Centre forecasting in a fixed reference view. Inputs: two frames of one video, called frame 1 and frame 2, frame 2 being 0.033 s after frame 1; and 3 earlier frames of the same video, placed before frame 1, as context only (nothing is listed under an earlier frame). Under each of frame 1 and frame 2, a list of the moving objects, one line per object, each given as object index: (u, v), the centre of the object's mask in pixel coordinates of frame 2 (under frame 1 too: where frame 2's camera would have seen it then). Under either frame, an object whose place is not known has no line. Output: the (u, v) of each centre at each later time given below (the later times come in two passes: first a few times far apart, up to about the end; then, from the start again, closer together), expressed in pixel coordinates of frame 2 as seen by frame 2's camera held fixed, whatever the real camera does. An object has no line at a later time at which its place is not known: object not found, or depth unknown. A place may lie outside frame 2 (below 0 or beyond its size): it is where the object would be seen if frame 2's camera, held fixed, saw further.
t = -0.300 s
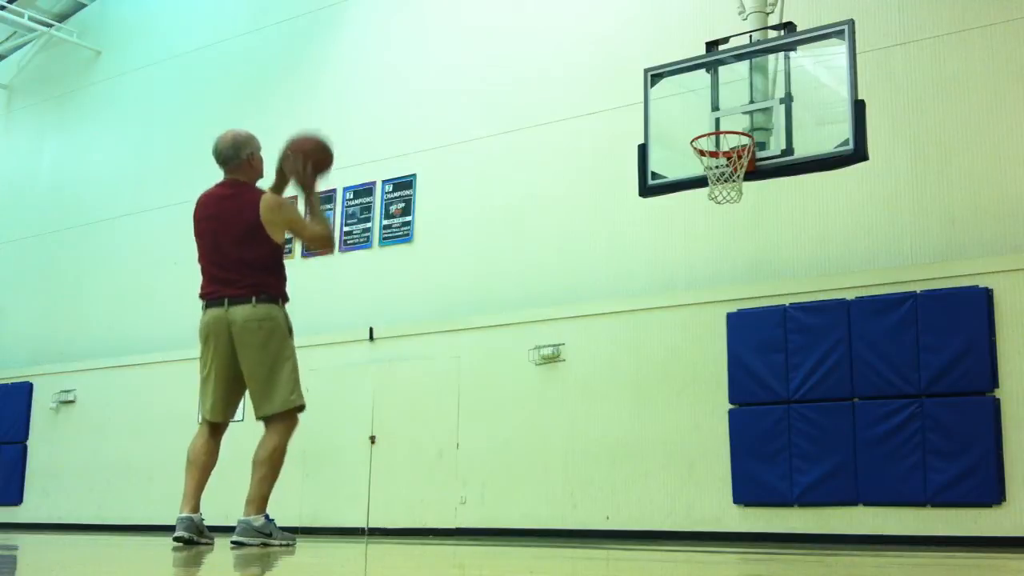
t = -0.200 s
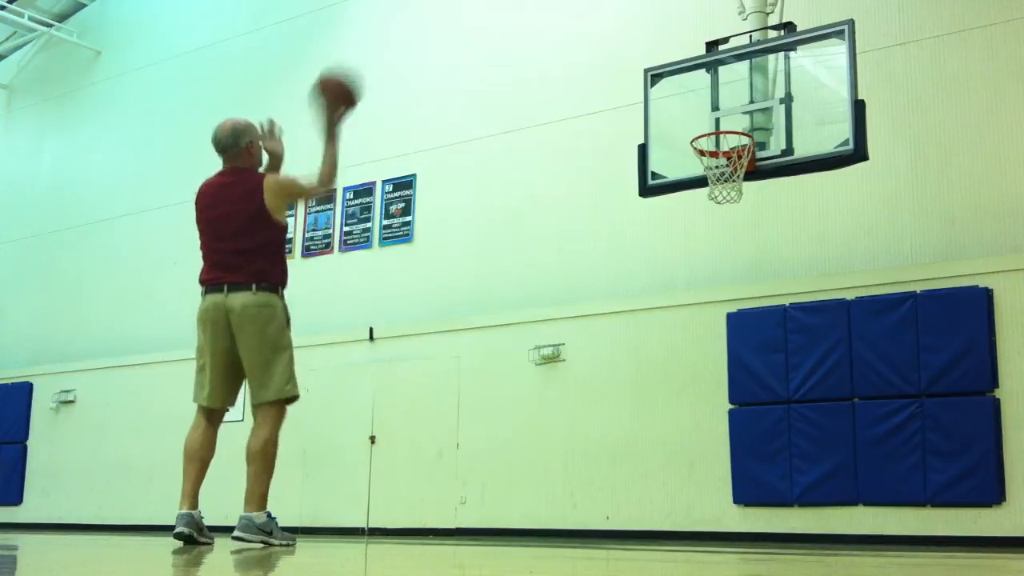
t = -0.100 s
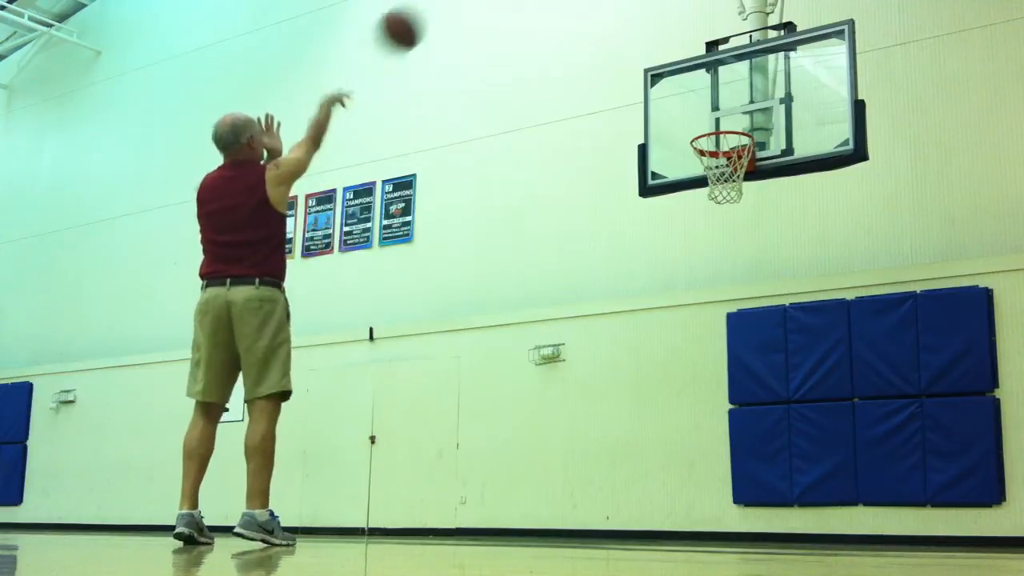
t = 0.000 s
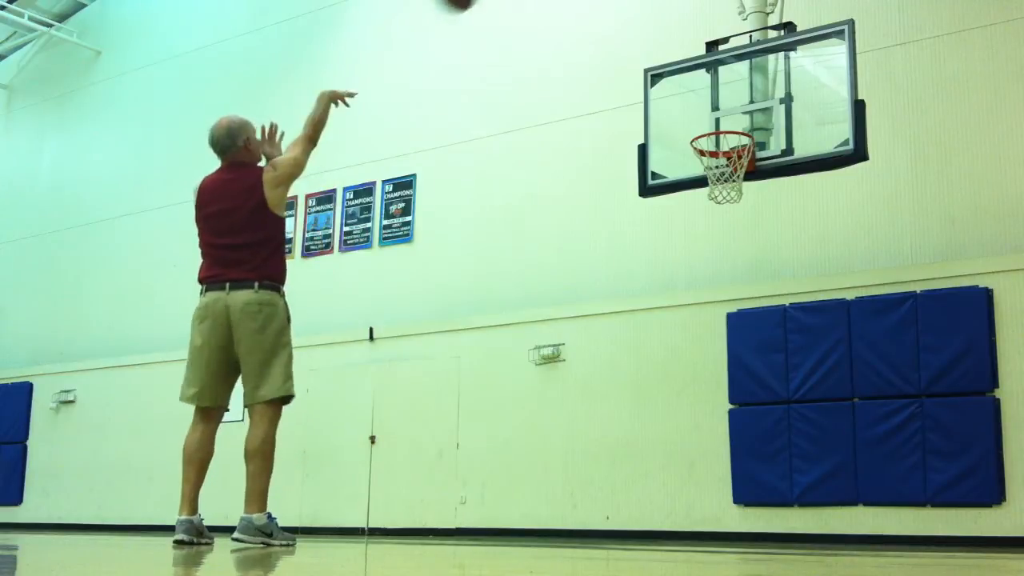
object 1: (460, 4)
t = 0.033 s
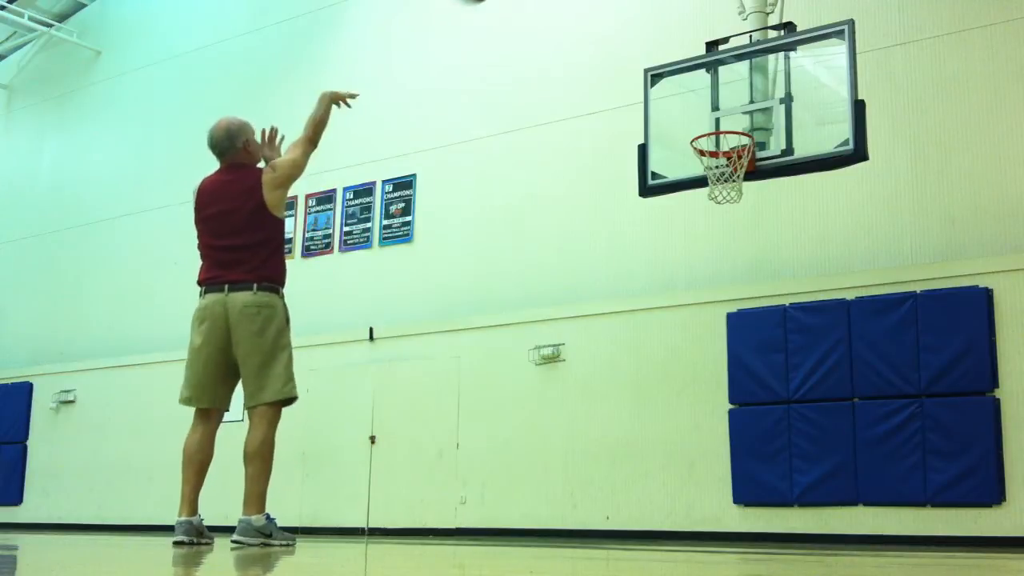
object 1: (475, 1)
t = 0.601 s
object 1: (690, 75)
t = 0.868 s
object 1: (727, 200)
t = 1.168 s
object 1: (706, 355)
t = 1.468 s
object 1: (681, 456)
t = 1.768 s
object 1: (647, 335)
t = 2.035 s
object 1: (614, 321)
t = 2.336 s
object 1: (574, 431)
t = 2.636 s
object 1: (539, 435)
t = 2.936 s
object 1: (506, 384)
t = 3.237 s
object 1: (467, 482)
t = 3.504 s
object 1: (434, 445)
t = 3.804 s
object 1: (393, 461)
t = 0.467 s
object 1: (649, 18)
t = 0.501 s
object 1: (659, 31)
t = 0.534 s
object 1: (669, 44)
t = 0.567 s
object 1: (681, 59)
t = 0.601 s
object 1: (690, 75)
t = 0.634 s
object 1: (699, 90)
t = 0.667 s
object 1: (709, 107)
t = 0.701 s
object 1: (718, 122)
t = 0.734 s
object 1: (729, 146)
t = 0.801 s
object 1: (730, 188)
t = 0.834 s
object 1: (729, 194)
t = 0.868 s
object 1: (727, 200)
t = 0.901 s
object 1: (725, 211)
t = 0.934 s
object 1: (722, 223)
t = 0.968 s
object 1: (720, 237)
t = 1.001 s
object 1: (718, 252)
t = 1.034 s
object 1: (715, 270)
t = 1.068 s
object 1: (713, 288)
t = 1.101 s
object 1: (711, 309)
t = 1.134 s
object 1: (709, 331)
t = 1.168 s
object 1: (706, 355)
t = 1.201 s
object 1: (704, 380)
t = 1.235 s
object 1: (702, 409)
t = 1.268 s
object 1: (700, 439)
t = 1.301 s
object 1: (698, 473)
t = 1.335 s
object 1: (696, 506)
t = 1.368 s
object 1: (693, 520)
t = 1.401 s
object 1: (689, 499)
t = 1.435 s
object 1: (685, 477)
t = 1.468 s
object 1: (681, 456)
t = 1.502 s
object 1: (678, 438)
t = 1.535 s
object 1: (674, 420)
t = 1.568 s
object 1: (670, 404)
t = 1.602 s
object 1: (666, 389)
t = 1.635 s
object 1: (662, 375)
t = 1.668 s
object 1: (658, 363)
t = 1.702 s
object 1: (655, 352)
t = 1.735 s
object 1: (650, 343)
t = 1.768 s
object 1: (647, 335)
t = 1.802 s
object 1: (643, 328)
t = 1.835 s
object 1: (639, 322)
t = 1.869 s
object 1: (635, 318)
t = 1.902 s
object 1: (631, 316)
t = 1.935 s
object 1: (627, 315)
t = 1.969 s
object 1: (623, 316)
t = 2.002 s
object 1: (618, 318)
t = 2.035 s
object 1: (614, 321)
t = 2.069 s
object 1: (610, 326)
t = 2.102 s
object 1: (606, 333)
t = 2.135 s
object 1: (602, 342)
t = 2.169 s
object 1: (597, 352)
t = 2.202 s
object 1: (593, 364)
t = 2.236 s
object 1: (589, 378)
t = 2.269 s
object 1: (584, 393)
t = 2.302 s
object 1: (579, 411)
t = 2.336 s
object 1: (574, 431)
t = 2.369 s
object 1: (570, 453)
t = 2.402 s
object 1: (565, 476)
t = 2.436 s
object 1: (560, 504)
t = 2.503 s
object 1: (552, 500)
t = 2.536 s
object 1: (549, 481)
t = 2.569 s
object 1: (546, 465)
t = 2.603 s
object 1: (542, 449)
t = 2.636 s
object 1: (539, 435)
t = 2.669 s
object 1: (535, 423)
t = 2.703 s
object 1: (532, 412)
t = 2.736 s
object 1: (529, 403)
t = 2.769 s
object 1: (525, 396)
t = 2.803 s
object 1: (521, 390)
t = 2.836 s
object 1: (518, 386)
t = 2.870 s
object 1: (514, 384)
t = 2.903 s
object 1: (510, 383)
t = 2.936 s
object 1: (506, 384)
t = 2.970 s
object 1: (502, 387)
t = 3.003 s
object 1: (498, 392)
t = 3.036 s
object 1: (494, 399)
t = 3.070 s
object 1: (490, 407)
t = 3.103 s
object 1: (486, 418)
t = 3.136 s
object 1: (481, 431)
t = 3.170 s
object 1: (476, 446)
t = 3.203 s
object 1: (472, 463)
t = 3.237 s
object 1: (467, 482)
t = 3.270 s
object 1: (462, 503)
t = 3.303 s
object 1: (457, 519)
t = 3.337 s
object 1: (453, 503)
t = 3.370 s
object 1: (450, 488)
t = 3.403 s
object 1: (446, 475)
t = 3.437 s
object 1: (442, 463)
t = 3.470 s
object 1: (438, 453)
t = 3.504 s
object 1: (434, 445)
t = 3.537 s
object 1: (430, 439)
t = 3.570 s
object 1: (426, 435)
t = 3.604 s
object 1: (422, 432)
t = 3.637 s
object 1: (418, 432)
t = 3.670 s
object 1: (413, 434)
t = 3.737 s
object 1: (403, 443)
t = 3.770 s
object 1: (399, 451)
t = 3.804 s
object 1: (393, 461)
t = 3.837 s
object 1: (389, 473)
